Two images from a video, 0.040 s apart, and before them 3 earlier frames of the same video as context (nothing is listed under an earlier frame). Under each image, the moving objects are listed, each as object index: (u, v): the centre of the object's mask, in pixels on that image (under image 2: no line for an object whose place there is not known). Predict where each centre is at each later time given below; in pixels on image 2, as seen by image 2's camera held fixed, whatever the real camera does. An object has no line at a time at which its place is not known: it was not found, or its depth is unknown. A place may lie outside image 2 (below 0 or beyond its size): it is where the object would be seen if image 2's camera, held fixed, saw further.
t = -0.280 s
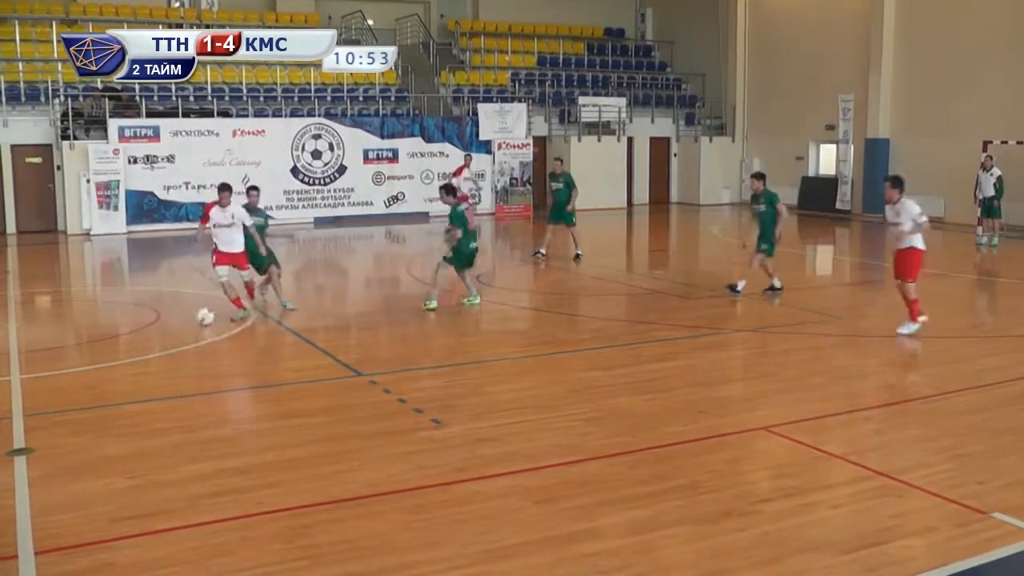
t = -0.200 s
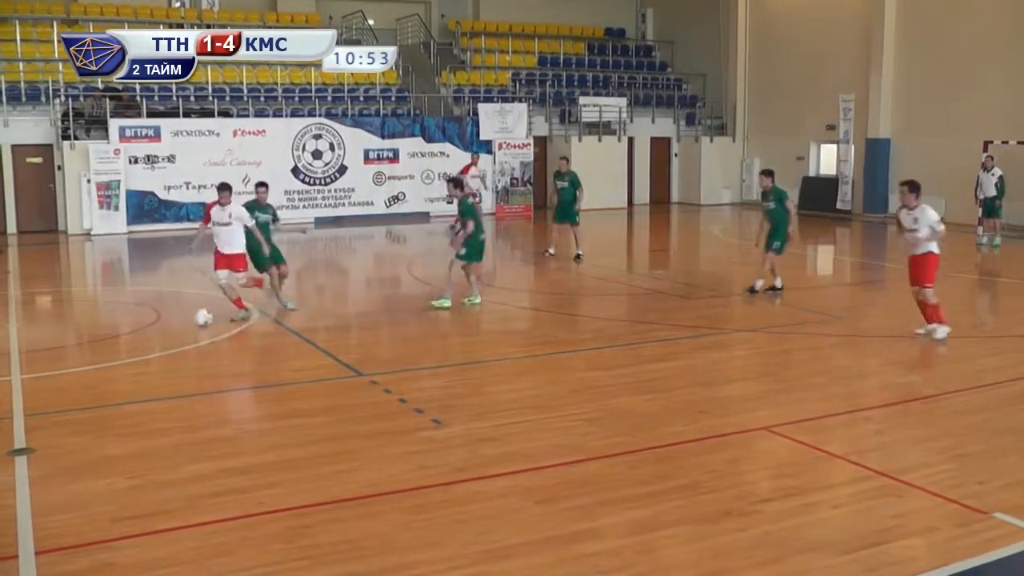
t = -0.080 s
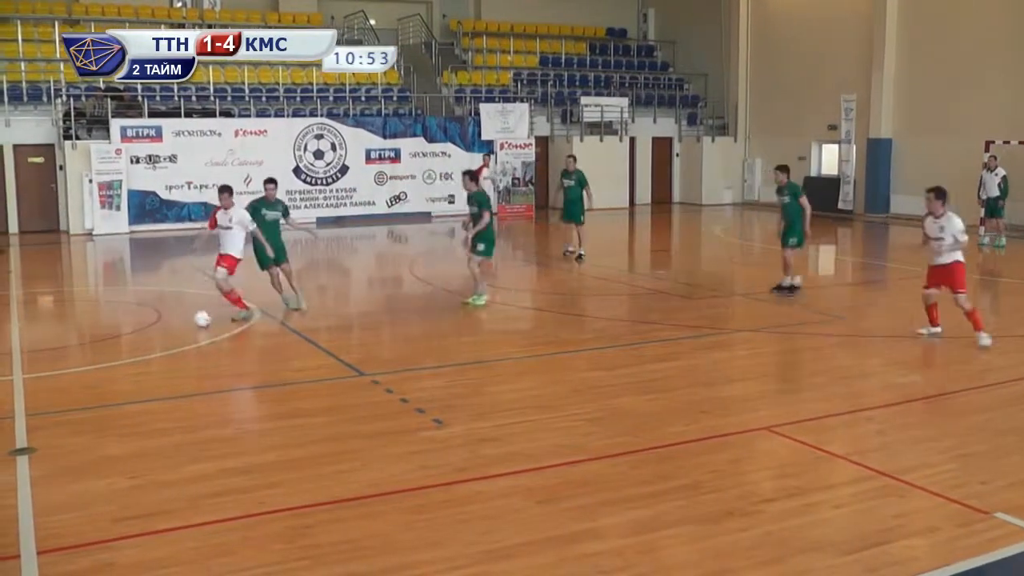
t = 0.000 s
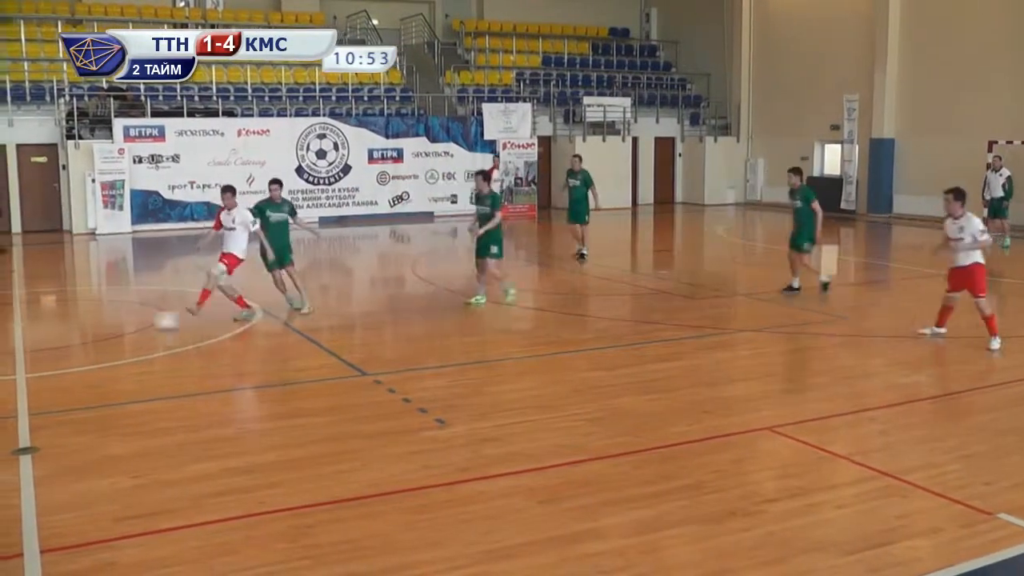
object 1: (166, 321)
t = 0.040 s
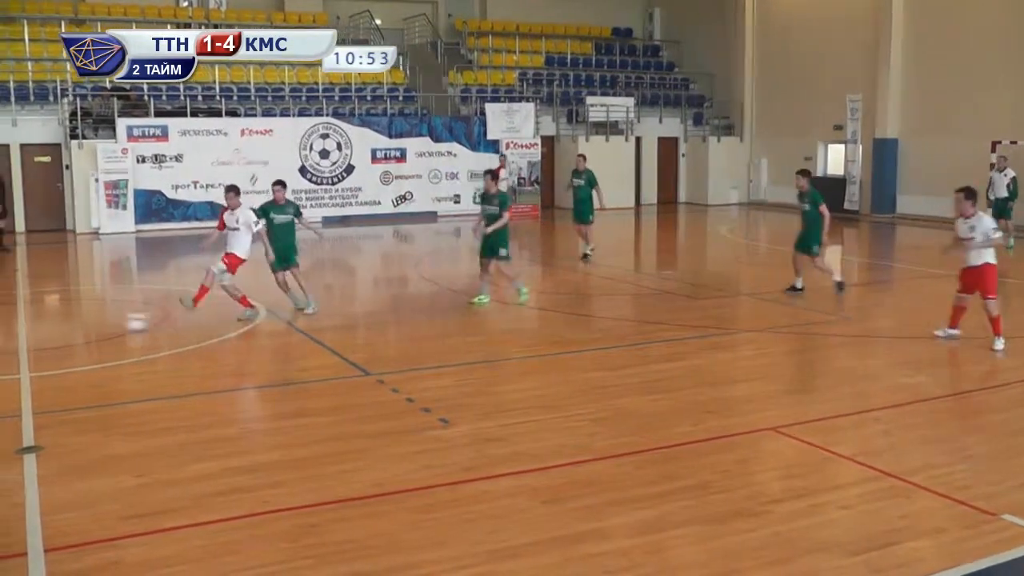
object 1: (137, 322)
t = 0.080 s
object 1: (103, 324)
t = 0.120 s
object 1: (69, 327)
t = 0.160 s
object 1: (37, 328)
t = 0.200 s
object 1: (6, 330)
